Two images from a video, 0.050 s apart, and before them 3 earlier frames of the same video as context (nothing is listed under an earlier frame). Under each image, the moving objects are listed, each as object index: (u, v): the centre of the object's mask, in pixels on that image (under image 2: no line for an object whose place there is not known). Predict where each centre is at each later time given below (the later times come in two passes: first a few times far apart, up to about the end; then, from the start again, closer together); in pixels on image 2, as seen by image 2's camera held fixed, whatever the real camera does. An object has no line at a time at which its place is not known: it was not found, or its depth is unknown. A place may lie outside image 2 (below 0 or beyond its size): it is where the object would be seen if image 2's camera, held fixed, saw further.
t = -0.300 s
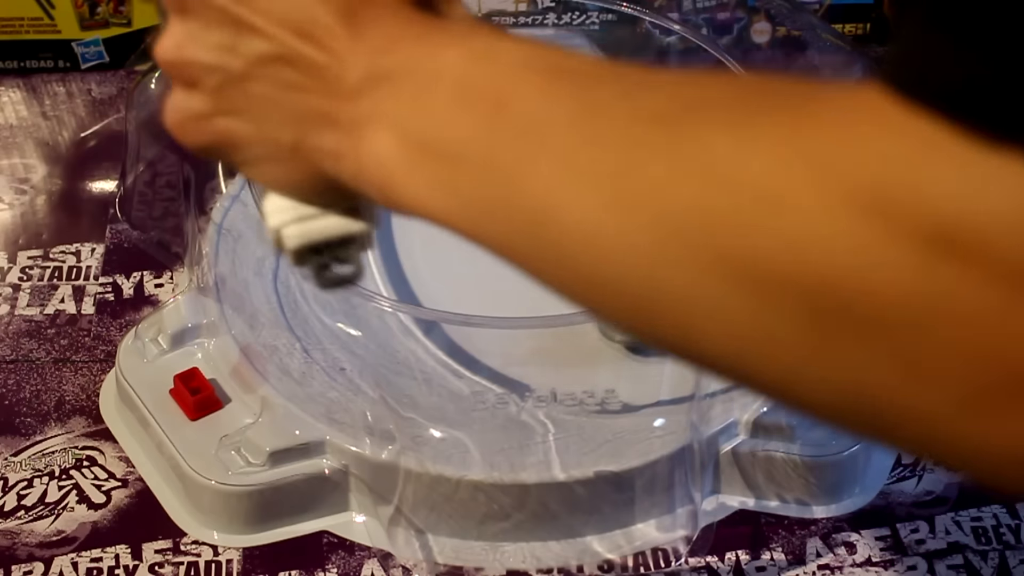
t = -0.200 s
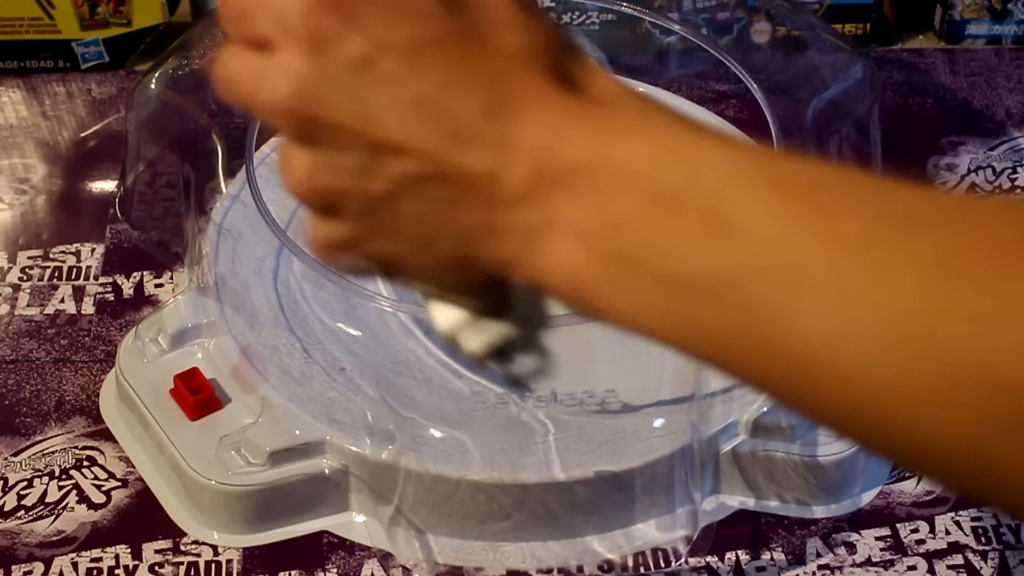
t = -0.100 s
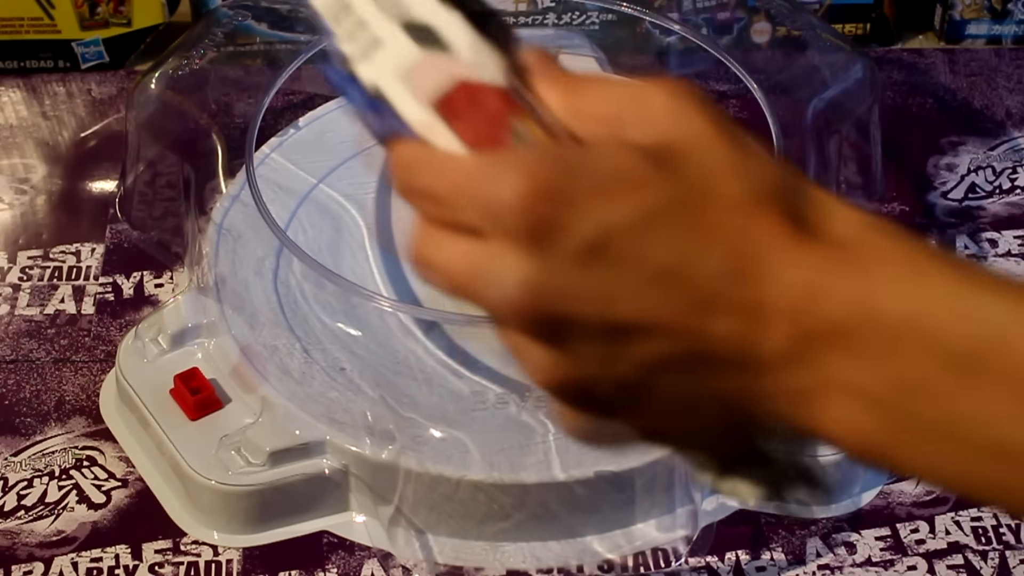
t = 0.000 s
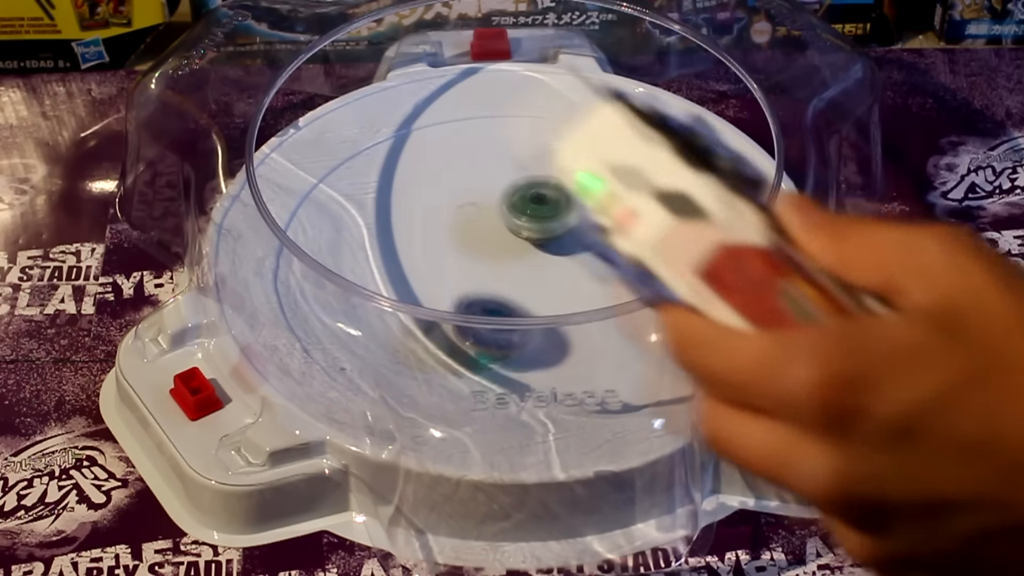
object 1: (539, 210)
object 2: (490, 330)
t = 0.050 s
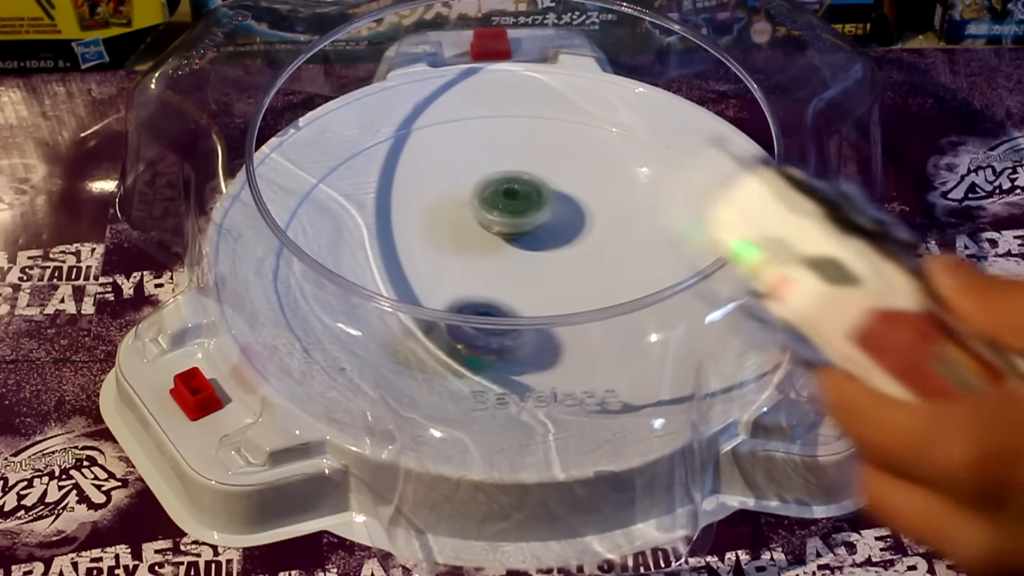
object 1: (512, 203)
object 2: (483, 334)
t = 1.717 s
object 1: (548, 209)
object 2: (404, 134)
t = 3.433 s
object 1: (516, 295)
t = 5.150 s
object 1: (521, 207)
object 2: (658, 164)
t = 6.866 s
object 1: (506, 284)
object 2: (543, 381)
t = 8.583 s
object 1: (561, 217)
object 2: (490, 147)
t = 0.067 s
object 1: (503, 203)
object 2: (481, 332)
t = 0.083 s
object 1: (493, 203)
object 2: (478, 330)
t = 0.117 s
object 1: (476, 204)
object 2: (477, 317)
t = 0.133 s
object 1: (466, 205)
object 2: (474, 314)
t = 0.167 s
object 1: (450, 209)
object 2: (469, 296)
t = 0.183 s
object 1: (443, 212)
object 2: (467, 291)
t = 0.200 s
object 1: (437, 215)
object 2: (465, 285)
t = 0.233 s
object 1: (418, 200)
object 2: (466, 286)
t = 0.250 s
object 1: (412, 191)
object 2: (469, 290)
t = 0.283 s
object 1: (398, 177)
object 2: (474, 294)
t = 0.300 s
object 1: (392, 173)
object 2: (475, 295)
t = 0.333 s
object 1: (382, 169)
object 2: (480, 295)
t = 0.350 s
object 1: (377, 169)
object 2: (481, 293)
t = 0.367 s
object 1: (372, 170)
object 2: (482, 291)
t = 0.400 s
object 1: (364, 175)
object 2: (485, 285)
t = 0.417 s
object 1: (361, 178)
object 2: (485, 280)
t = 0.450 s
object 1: (356, 185)
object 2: (482, 266)
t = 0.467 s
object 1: (354, 188)
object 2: (480, 258)
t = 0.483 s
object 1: (353, 192)
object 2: (478, 250)
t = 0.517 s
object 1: (351, 200)
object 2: (471, 234)
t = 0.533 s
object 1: (352, 204)
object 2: (466, 225)
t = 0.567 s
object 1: (356, 212)
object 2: (455, 210)
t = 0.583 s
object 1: (358, 216)
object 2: (448, 202)
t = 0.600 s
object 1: (361, 220)
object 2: (440, 194)
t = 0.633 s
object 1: (369, 227)
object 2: (425, 182)
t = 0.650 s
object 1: (373, 230)
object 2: (417, 176)
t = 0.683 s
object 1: (383, 236)
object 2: (400, 167)
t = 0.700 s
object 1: (388, 239)
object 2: (391, 164)
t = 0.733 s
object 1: (400, 243)
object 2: (374, 160)
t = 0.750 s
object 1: (406, 245)
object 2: (365, 159)
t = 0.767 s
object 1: (411, 246)
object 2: (356, 159)
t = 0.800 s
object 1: (423, 246)
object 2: (339, 163)
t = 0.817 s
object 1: (429, 246)
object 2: (330, 167)
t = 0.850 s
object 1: (445, 245)
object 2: (313, 176)
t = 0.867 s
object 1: (451, 244)
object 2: (307, 184)
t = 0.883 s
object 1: (457, 243)
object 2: (302, 194)
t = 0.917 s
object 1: (468, 240)
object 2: (304, 213)
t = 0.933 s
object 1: (474, 239)
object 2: (307, 224)
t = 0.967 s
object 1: (485, 235)
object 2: (309, 256)
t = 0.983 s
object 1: (490, 233)
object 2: (317, 274)
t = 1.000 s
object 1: (494, 230)
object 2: (333, 287)
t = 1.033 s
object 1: (504, 225)
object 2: (366, 312)
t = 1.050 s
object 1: (507, 223)
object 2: (388, 324)
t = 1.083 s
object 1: (515, 217)
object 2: (437, 342)
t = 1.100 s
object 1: (518, 214)
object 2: (459, 346)
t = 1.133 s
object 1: (524, 208)
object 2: (509, 341)
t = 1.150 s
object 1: (526, 206)
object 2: (534, 338)
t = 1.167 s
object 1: (528, 203)
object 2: (563, 338)
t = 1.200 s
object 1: (531, 198)
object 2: (610, 326)
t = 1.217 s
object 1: (533, 196)
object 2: (636, 319)
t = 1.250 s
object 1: (534, 191)
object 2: (671, 298)
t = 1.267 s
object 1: (534, 189)
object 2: (683, 281)
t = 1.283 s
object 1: (534, 188)
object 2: (696, 269)
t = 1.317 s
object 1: (532, 185)
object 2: (702, 235)
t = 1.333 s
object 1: (531, 184)
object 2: (710, 222)
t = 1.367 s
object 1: (529, 184)
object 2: (719, 194)
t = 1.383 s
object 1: (528, 185)
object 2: (719, 177)
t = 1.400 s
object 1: (527, 186)
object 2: (713, 166)
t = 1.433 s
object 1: (526, 187)
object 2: (684, 152)
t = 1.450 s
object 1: (526, 188)
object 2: (669, 144)
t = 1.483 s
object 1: (525, 189)
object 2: (635, 128)
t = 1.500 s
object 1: (525, 190)
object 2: (620, 121)
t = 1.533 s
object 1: (527, 192)
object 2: (590, 106)
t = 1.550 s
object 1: (529, 194)
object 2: (577, 101)
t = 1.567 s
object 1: (532, 195)
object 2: (558, 101)
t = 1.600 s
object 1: (537, 198)
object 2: (520, 103)
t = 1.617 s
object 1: (539, 198)
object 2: (504, 105)
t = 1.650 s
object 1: (542, 202)
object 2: (468, 110)
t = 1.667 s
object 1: (544, 203)
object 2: (450, 113)
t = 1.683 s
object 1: (545, 205)
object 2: (432, 118)
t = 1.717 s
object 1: (548, 209)
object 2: (404, 134)
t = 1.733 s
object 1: (548, 211)
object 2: (392, 144)
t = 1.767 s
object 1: (551, 214)
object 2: (377, 171)
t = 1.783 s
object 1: (552, 216)
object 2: (373, 187)
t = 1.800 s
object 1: (553, 218)
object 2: (372, 201)
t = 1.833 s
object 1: (556, 220)
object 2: (378, 233)
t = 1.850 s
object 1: (558, 222)
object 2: (384, 247)
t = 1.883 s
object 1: (560, 225)
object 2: (403, 270)
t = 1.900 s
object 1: (562, 227)
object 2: (418, 279)
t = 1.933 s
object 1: (565, 230)
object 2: (448, 306)
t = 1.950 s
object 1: (566, 231)
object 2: (460, 314)
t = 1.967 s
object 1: (568, 232)
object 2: (477, 327)
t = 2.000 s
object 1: (572, 236)
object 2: (527, 338)
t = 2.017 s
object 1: (573, 237)
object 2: (549, 341)
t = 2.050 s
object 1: (576, 240)
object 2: (609, 349)
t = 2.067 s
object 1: (578, 241)
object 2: (622, 345)
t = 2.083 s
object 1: (579, 243)
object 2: (640, 338)
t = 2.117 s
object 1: (581, 244)
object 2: (688, 327)
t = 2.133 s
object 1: (584, 245)
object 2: (700, 316)
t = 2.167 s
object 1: (589, 248)
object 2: (741, 296)
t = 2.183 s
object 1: (591, 250)
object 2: (748, 284)
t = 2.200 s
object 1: (593, 252)
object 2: (743, 266)
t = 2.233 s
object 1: (597, 256)
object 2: (733, 242)
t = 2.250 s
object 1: (598, 257)
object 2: (722, 225)
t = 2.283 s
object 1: (600, 258)
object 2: (720, 209)
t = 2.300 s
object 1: (602, 258)
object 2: (714, 198)
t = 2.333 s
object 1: (603, 259)
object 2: (703, 174)
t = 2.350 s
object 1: (605, 260)
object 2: (697, 163)
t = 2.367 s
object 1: (606, 262)
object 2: (688, 154)
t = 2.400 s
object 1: (608, 265)
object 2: (661, 141)
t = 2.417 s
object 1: (609, 266)
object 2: (645, 135)
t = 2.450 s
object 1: (612, 267)
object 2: (611, 128)
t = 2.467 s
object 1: (613, 268)
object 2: (593, 128)
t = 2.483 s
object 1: (614, 269)
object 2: (576, 128)
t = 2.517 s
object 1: (614, 269)
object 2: (541, 137)
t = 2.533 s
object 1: (614, 269)
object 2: (524, 143)
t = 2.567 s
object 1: (612, 269)
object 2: (492, 160)
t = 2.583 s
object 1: (610, 270)
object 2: (478, 171)
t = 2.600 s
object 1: (608, 270)
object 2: (465, 181)
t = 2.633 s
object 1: (605, 271)
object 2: (445, 208)
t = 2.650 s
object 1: (604, 271)
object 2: (437, 222)
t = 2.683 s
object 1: (599, 272)
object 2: (429, 250)
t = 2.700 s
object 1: (597, 272)
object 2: (427, 266)
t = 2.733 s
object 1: (593, 273)
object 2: (430, 285)
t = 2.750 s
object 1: (591, 273)
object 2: (434, 306)
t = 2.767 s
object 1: (588, 274)
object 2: (440, 322)
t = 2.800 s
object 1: (583, 275)
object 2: (455, 349)
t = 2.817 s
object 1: (581, 276)
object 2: (467, 356)
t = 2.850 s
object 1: (576, 277)
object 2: (502, 378)
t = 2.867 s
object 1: (573, 278)
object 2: (529, 387)
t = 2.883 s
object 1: (571, 280)
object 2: (538, 389)
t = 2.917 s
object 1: (565, 283)
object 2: (574, 393)
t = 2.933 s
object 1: (561, 285)
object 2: (591, 391)
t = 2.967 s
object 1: (553, 288)
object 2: (620, 375)
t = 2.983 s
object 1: (549, 289)
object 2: (648, 375)
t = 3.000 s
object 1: (546, 290)
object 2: (655, 366)
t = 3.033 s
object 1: (542, 292)
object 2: (689, 349)
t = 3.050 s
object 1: (540, 293)
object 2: (699, 340)
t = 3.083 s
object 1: (535, 295)
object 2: (720, 321)
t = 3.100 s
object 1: (532, 296)
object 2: (732, 311)
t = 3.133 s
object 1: (528, 297)
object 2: (744, 294)
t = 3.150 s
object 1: (526, 297)
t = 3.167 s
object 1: (525, 298)
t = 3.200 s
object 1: (523, 298)
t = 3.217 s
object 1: (522, 298)
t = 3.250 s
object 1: (521, 298)
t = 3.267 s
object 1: (521, 298)
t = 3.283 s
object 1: (520, 298)
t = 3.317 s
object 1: (519, 298)
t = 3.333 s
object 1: (519, 297)
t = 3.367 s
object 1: (518, 297)
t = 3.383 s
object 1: (518, 296)
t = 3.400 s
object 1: (517, 296)
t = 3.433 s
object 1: (516, 295)
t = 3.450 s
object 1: (516, 295)
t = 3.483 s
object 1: (514, 294)
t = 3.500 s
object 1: (513, 293)
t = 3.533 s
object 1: (511, 292)
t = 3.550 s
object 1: (510, 291)
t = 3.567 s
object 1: (509, 290)
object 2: (386, 263)
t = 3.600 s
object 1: (506, 289)
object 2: (367, 289)
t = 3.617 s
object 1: (505, 288)
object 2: (358, 303)
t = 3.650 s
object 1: (502, 285)
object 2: (357, 325)
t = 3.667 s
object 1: (501, 284)
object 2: (361, 334)
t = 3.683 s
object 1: (499, 283)
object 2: (365, 346)
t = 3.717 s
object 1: (496, 281)
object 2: (382, 371)
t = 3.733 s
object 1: (494, 280)
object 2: (392, 375)
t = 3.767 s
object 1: (490, 278)
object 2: (428, 387)
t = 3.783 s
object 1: (488, 277)
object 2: (466, 394)
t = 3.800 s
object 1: (486, 275)
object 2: (487, 397)
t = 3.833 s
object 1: (484, 272)
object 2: (525, 398)
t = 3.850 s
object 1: (482, 271)
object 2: (544, 398)
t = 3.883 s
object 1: (480, 268)
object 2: (576, 394)
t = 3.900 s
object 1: (479, 266)
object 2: (599, 389)
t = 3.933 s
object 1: (477, 264)
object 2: (630, 379)
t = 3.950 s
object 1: (476, 262)
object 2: (645, 370)
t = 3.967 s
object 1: (475, 261)
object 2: (655, 360)
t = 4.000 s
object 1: (475, 259)
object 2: (672, 339)
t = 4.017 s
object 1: (474, 258)
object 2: (680, 328)
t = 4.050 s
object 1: (474, 255)
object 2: (676, 302)
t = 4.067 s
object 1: (474, 254)
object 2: (673, 287)
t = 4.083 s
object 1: (474, 253)
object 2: (654, 267)
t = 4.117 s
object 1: (475, 251)
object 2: (649, 253)
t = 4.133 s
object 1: (475, 250)
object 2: (633, 240)
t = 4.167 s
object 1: (476, 248)
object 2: (616, 225)
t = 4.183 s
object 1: (476, 247)
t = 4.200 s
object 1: (477, 246)
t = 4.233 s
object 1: (478, 245)
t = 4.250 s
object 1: (478, 244)
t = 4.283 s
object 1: (480, 242)
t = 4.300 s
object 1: (481, 242)
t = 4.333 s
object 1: (483, 241)
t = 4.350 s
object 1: (484, 240)
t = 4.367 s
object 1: (485, 239)
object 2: (409, 176)
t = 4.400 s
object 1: (488, 238)
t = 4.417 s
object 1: (489, 237)
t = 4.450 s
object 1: (492, 235)
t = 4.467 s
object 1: (493, 235)
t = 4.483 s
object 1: (494, 235)
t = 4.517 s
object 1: (497, 234)
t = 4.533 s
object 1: (499, 233)
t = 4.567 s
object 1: (503, 232)
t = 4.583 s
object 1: (504, 232)
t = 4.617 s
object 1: (508, 231)
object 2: (321, 309)
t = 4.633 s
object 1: (509, 230)
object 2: (330, 318)
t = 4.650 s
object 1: (511, 229)
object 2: (340, 329)
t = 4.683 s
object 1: (514, 228)
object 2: (369, 345)
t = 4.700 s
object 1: (516, 228)
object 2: (384, 352)
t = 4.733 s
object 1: (520, 227)
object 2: (421, 360)
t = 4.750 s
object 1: (522, 226)
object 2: (444, 362)
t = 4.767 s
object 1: (524, 226)
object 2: (463, 362)
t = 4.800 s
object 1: (527, 226)
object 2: (501, 353)
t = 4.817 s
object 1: (529, 226)
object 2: (526, 356)
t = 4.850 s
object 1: (532, 225)
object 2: (556, 348)
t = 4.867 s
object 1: (534, 225)
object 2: (574, 337)
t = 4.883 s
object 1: (536, 225)
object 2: (584, 327)
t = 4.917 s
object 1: (539, 225)
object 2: (609, 306)
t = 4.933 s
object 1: (540, 225)
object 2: (615, 295)
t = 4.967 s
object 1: (543, 225)
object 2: (621, 273)
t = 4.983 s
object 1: (545, 225)
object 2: (624, 259)
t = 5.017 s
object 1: (539, 221)
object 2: (640, 238)
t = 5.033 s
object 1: (533, 217)
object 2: (647, 229)
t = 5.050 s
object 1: (530, 214)
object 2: (655, 220)
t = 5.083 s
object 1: (525, 209)
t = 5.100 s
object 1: (524, 208)
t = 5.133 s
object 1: (522, 207)
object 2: (661, 174)
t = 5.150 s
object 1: (521, 207)
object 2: (658, 164)
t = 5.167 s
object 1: (520, 208)
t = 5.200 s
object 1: (520, 210)
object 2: (639, 137)
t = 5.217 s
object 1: (520, 212)
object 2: (631, 129)
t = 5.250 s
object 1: (521, 215)
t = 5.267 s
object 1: (521, 217)
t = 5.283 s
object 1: (522, 218)
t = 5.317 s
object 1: (524, 222)
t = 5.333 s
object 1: (525, 224)
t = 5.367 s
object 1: (526, 228)
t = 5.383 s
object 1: (528, 231)
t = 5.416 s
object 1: (530, 235)
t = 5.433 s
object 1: (532, 237)
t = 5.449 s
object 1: (533, 239)
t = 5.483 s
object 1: (536, 244)
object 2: (428, 155)
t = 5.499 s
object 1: (538, 246)
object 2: (421, 167)
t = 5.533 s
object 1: (541, 249)
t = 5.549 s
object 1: (542, 251)
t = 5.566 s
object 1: (544, 252)
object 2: (410, 223)
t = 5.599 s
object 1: (546, 255)
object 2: (414, 247)
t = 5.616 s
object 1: (547, 257)
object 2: (420, 256)
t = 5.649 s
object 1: (550, 259)
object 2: (434, 276)
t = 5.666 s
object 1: (551, 261)
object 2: (446, 283)
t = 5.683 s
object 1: (553, 262)
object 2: (454, 298)
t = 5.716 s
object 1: (556, 264)
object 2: (477, 316)
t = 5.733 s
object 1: (557, 265)
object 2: (493, 317)
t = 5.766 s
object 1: (561, 266)
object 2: (522, 335)
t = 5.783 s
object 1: (562, 266)
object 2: (535, 338)
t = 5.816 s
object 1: (562, 269)
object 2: (564, 348)
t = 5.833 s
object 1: (562, 270)
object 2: (580, 348)
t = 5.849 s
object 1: (563, 271)
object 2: (612, 348)
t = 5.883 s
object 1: (564, 273)
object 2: (630, 342)
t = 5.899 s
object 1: (564, 274)
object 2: (645, 337)
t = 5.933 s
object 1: (565, 275)
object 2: (684, 328)
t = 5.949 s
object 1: (565, 276)
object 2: (696, 322)
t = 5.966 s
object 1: (565, 276)
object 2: (704, 314)
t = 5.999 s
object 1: (565, 277)
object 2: (735, 300)
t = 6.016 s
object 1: (565, 277)
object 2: (741, 292)
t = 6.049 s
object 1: (564, 278)
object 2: (742, 265)
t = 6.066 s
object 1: (564, 278)
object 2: (743, 254)
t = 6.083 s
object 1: (563, 279)
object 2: (737, 244)
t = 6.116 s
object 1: (561, 279)
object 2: (723, 221)
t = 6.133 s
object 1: (560, 279)
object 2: (720, 214)
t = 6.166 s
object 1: (558, 280)
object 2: (705, 198)
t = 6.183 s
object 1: (558, 280)
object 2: (693, 190)
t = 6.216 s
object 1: (556, 281)
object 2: (669, 178)
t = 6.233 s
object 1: (555, 281)
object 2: (654, 175)
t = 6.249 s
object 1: (554, 281)
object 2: (640, 173)
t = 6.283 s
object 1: (551, 281)
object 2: (611, 173)
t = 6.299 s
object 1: (550, 282)
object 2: (593, 174)
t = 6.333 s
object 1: (548, 282)
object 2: (562, 181)
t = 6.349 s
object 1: (546, 283)
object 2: (547, 186)
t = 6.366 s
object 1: (545, 283)
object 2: (532, 191)
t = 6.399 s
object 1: (542, 284)
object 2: (505, 204)
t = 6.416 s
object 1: (541, 285)
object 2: (493, 210)
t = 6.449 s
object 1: (538, 285)
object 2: (473, 225)
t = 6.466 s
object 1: (536, 285)
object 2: (464, 233)
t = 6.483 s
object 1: (535, 285)
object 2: (459, 241)
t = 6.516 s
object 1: (532, 285)
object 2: (446, 259)
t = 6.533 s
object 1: (531, 285)
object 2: (442, 269)
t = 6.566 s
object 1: (530, 286)
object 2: (431, 280)
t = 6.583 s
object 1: (529, 287)
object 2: (429, 284)
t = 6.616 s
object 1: (526, 288)
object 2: (424, 302)
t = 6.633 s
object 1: (525, 288)
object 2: (425, 309)
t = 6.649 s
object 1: (524, 288)
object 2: (423, 324)
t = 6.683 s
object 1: (522, 289)
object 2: (428, 343)
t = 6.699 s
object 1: (520, 288)
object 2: (434, 348)
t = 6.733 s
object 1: (518, 288)
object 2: (448, 356)
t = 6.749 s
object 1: (516, 287)
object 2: (456, 363)
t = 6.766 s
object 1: (515, 287)
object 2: (465, 369)
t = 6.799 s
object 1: (512, 286)
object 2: (486, 379)
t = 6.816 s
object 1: (510, 285)
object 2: (501, 381)
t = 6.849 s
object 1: (507, 284)
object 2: (530, 380)
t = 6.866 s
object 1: (506, 284)
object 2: (543, 381)
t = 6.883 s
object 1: (504, 284)
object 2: (558, 378)
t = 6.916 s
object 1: (502, 283)
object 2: (585, 376)
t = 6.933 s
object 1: (501, 282)
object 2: (597, 371)
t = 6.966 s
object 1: (498, 281)
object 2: (617, 354)
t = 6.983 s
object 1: (497, 281)
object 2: (626, 348)
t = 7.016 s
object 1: (495, 279)
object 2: (641, 337)
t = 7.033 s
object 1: (494, 278)
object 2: (646, 330)
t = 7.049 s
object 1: (493, 278)
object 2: (643, 313)
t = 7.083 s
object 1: (491, 276)
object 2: (635, 290)
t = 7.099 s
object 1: (490, 275)
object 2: (629, 278)
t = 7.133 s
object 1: (488, 273)
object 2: (620, 266)
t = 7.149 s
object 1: (487, 272)
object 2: (612, 258)
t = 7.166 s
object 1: (487, 271)
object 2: (602, 250)
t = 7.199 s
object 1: (486, 269)
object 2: (584, 236)
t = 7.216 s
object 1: (485, 268)
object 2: (573, 229)
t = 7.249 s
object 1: (485, 266)
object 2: (551, 218)
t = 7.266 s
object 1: (485, 266)
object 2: (539, 214)
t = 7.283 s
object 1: (484, 264)
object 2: (527, 209)
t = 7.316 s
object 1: (475, 267)
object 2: (511, 197)
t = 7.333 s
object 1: (472, 268)
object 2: (504, 191)
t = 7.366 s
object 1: (467, 268)
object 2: (486, 180)
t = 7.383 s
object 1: (466, 268)
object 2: (478, 177)
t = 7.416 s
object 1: (464, 268)
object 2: (458, 171)
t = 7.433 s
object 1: (463, 268)
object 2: (447, 170)
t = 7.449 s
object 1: (462, 268)
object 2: (437, 169)
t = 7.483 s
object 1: (462, 268)
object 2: (414, 168)
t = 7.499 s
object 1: (461, 268)
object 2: (403, 168)
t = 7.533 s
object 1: (462, 268)
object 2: (383, 171)
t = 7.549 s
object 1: (462, 267)
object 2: (372, 174)
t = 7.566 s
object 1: (463, 267)
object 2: (363, 177)
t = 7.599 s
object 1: (466, 267)
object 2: (345, 187)
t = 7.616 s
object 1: (467, 266)
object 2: (338, 194)
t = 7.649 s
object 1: (469, 265)
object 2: (329, 210)
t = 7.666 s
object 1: (471, 265)
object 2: (327, 220)
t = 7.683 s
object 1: (472, 264)
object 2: (327, 229)
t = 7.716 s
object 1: (476, 262)
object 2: (339, 245)
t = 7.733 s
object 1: (478, 262)
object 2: (346, 254)
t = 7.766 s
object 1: (482, 259)
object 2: (363, 274)
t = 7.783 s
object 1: (484, 258)
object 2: (373, 284)
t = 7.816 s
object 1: (487, 256)
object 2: (403, 296)
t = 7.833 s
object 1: (489, 255)
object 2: (419, 301)
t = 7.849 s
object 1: (491, 254)
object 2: (436, 304)
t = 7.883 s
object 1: (497, 250)
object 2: (465, 311)
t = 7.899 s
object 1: (500, 248)
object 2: (479, 312)
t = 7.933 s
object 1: (506, 243)
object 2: (508, 313)
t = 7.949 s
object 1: (508, 241)
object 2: (524, 312)
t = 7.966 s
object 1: (511, 239)
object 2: (539, 310)
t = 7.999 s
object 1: (515, 236)
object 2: (566, 303)
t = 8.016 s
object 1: (517, 234)
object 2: (579, 293)
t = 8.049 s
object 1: (521, 231)
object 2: (603, 285)
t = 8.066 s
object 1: (523, 229)
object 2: (613, 280)
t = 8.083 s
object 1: (524, 228)
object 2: (623, 274)
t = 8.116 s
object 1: (528, 225)
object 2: (640, 261)
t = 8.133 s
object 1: (529, 224)
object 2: (646, 253)
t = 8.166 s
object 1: (533, 222)
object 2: (657, 236)
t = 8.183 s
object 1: (534, 221)
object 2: (661, 229)
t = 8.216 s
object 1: (537, 219)
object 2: (667, 211)
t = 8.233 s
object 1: (539, 219)
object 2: (668, 202)
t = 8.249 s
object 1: (540, 218)
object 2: (668, 193)
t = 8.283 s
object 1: (544, 217)
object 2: (667, 175)
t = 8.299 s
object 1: (545, 216)
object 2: (663, 167)
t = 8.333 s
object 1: (547, 215)
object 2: (653, 150)
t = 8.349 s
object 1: (547, 215)
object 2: (646, 143)
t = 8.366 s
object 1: (549, 215)
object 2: (638, 137)
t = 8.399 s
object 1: (552, 215)
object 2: (620, 127)
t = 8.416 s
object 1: (553, 214)
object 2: (610, 123)
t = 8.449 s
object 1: (554, 214)
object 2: (586, 118)
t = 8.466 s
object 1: (555, 214)
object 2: (573, 117)
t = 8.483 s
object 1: (557, 215)
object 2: (561, 118)
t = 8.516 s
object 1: (559, 216)
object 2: (536, 123)
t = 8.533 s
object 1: (560, 216)
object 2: (523, 127)
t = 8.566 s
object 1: (561, 217)
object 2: (501, 139)
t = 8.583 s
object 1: (561, 217)
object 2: (490, 147)
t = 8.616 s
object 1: (563, 219)
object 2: (472, 164)
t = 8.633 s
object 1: (564, 220)
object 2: (464, 174)
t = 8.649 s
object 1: (564, 221)
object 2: (457, 184)
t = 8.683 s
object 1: (564, 223)
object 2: (448, 205)
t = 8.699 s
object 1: (566, 225)
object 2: (445, 216)
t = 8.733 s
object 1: (567, 228)
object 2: (441, 236)
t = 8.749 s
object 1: (568, 229)
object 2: (441, 247)
